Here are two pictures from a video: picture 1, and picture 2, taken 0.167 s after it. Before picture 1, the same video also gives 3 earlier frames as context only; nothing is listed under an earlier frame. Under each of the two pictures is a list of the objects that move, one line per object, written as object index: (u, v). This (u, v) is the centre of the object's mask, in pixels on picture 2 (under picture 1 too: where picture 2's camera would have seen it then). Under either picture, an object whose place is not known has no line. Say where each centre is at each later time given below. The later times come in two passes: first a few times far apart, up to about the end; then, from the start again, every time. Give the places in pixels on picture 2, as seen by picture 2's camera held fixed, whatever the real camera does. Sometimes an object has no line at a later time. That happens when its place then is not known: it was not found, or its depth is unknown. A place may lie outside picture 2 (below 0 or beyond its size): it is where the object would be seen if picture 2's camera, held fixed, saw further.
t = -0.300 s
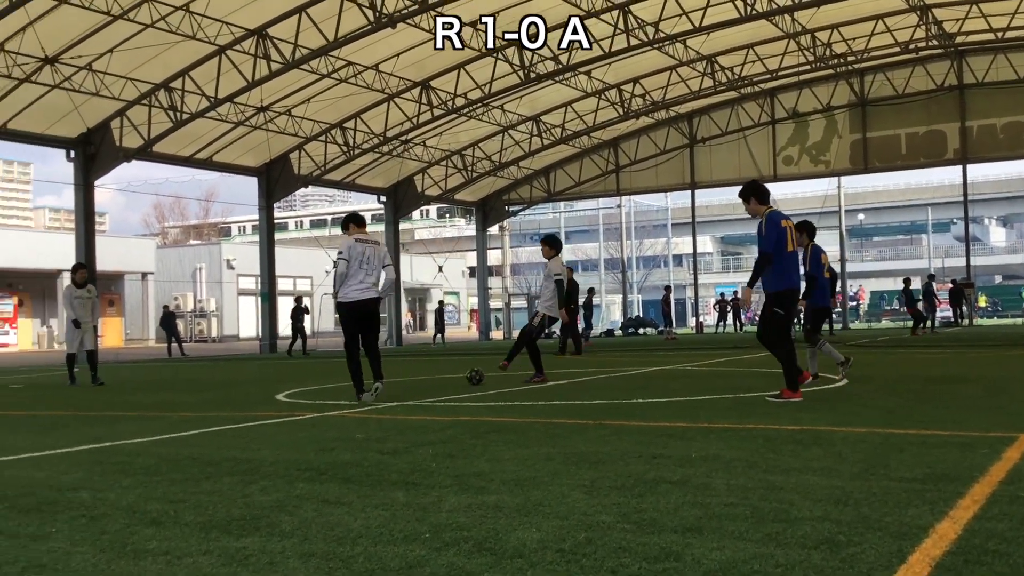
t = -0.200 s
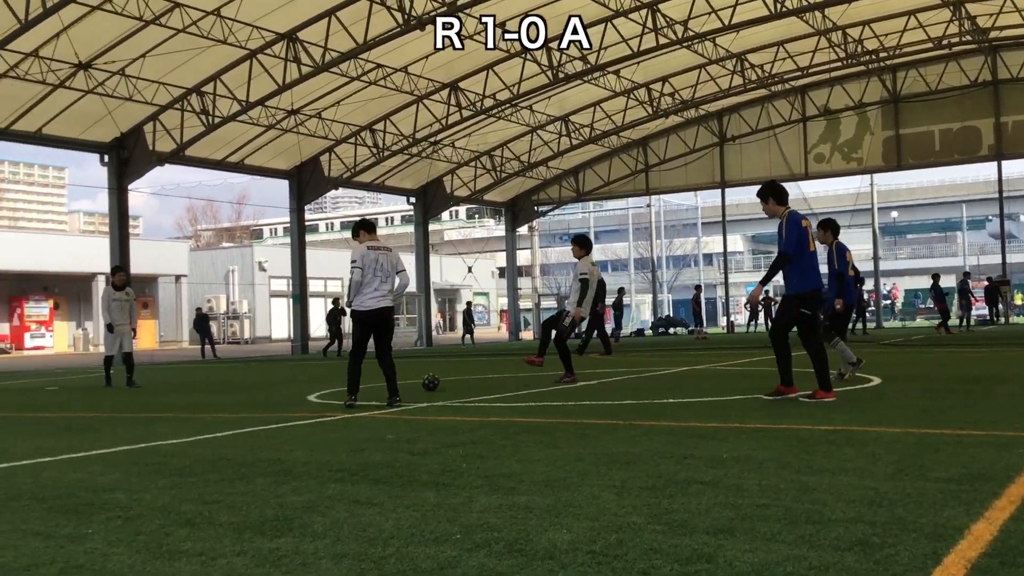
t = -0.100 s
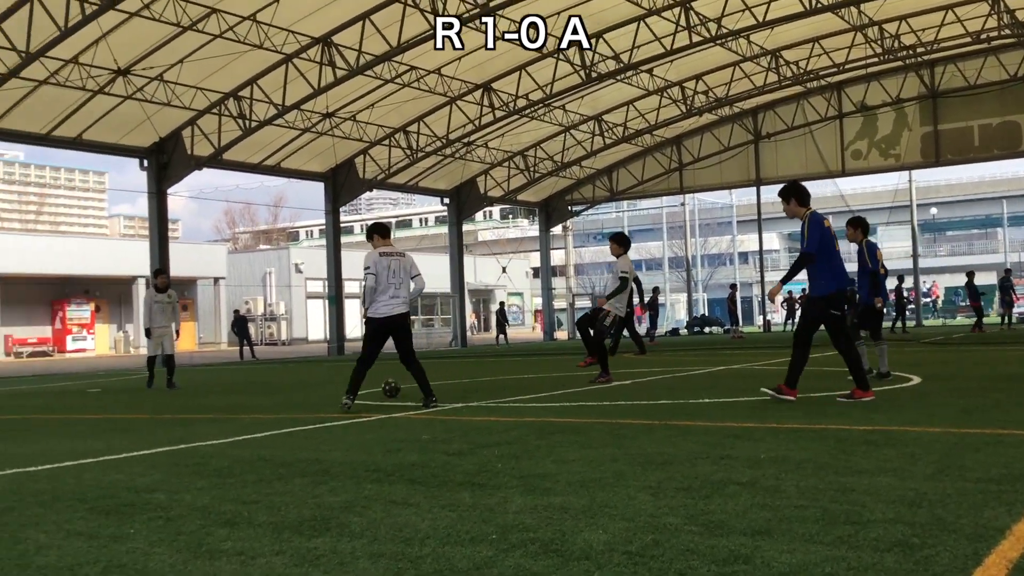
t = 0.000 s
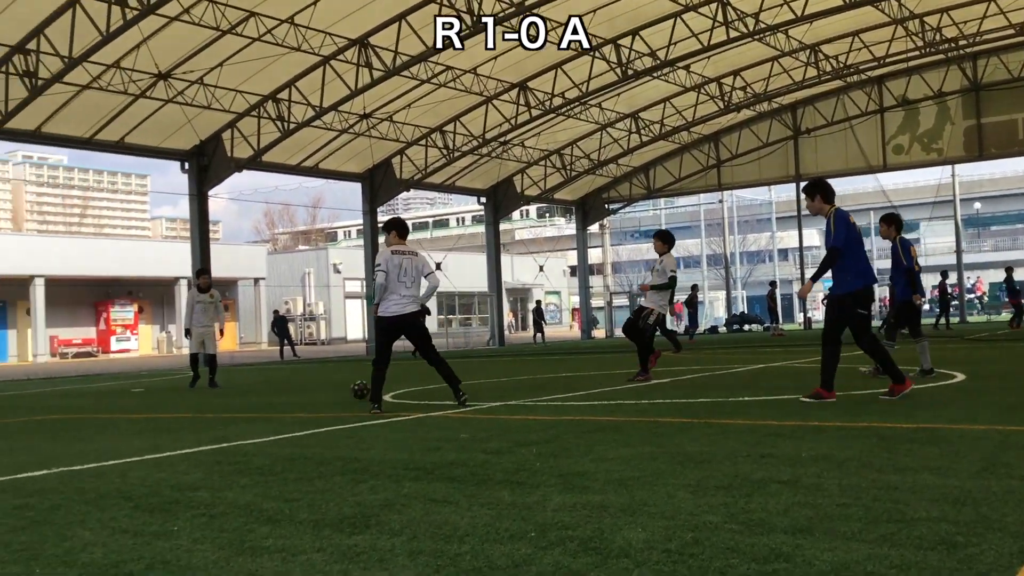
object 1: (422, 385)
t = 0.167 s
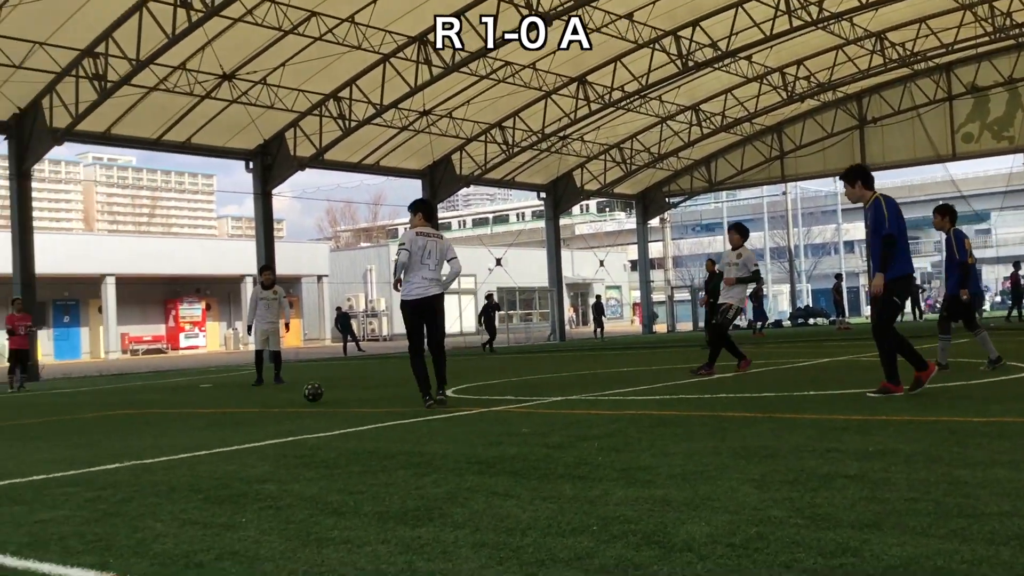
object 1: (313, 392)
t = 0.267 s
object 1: (251, 399)
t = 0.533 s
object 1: (77, 413)
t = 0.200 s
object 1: (293, 393)
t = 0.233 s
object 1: (272, 396)
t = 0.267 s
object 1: (251, 399)
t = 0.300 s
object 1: (231, 401)
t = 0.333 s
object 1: (210, 403)
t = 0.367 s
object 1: (188, 406)
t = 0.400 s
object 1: (167, 407)
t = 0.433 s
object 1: (145, 409)
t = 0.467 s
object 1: (122, 411)
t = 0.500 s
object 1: (100, 412)
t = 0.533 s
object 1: (77, 413)
